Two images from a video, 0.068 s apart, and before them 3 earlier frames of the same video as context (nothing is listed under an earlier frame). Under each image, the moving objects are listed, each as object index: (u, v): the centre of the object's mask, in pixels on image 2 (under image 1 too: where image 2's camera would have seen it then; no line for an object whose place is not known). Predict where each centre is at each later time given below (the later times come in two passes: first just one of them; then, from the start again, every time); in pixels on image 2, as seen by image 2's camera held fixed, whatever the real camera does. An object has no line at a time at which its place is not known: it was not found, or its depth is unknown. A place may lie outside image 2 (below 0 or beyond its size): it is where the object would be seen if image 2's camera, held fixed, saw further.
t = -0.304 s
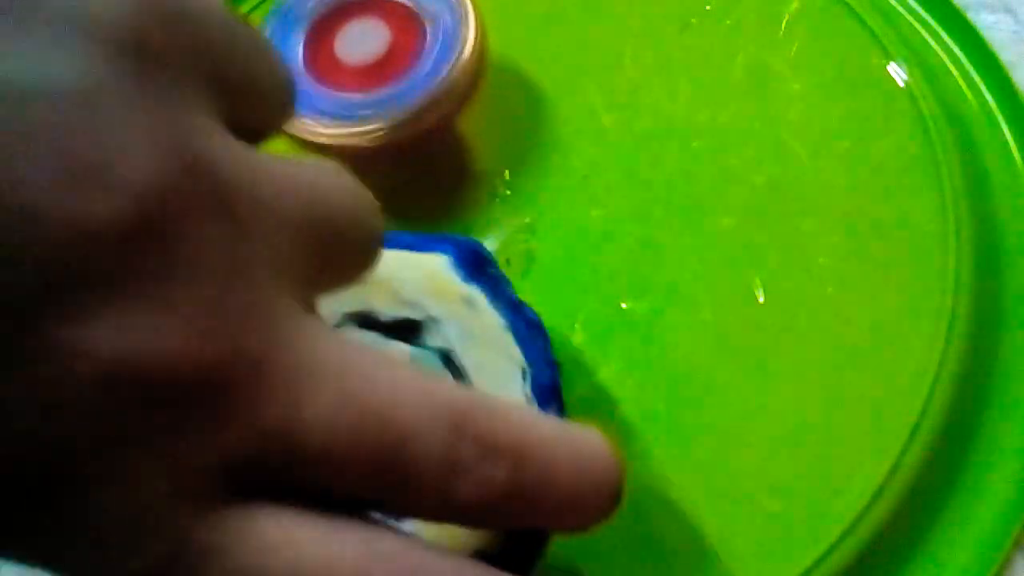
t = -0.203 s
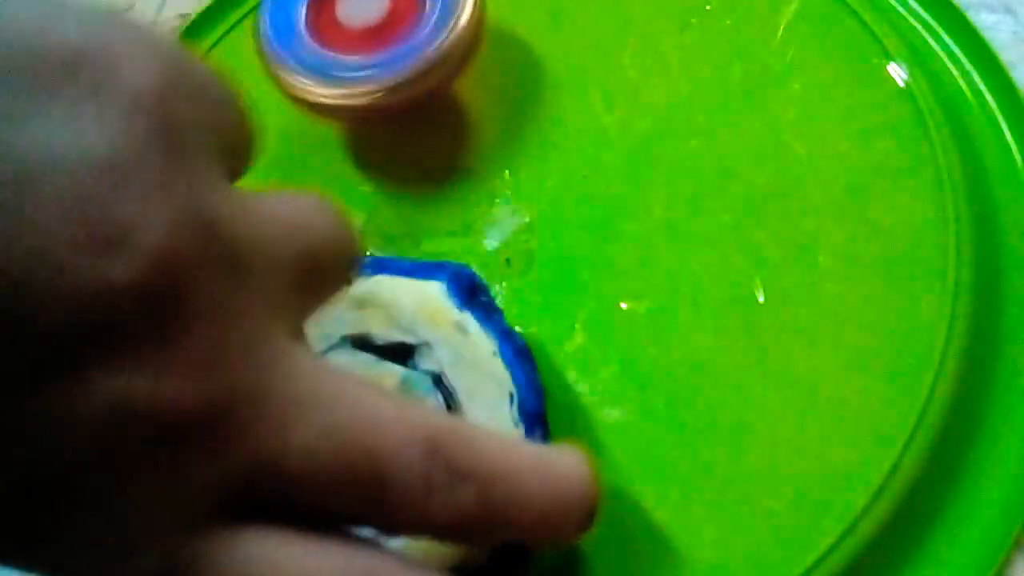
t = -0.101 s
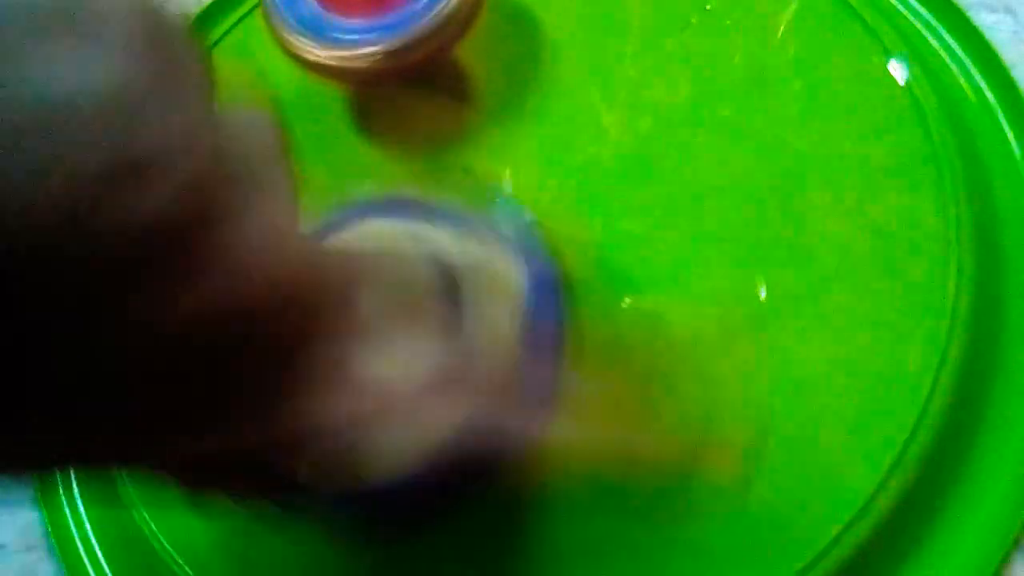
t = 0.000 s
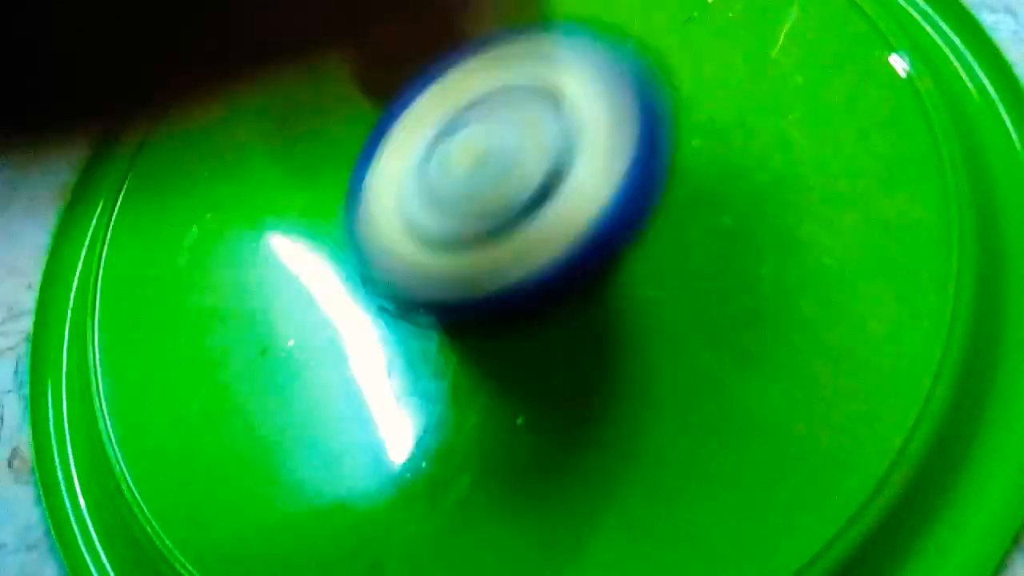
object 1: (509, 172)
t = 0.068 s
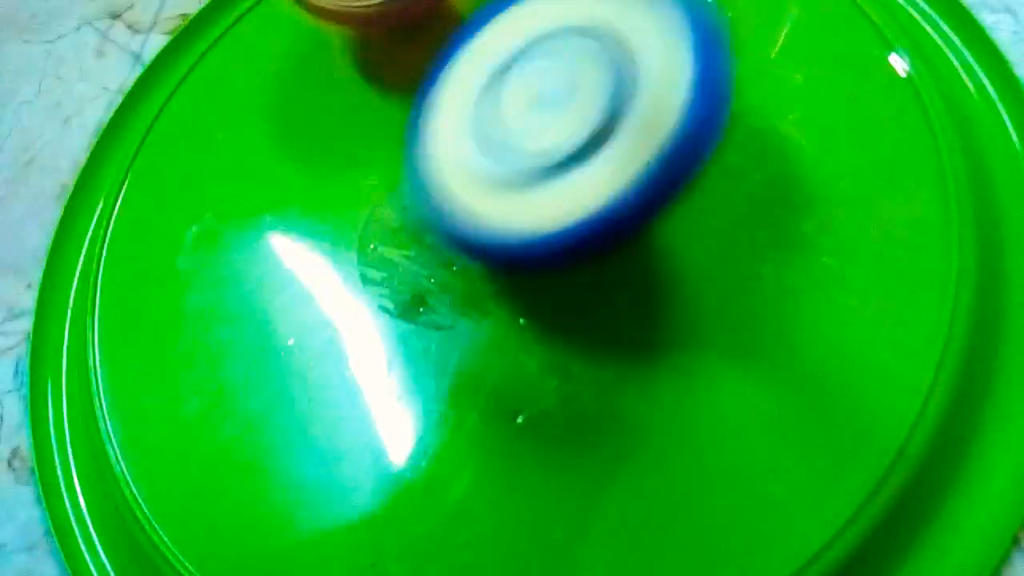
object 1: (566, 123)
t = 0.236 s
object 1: (647, 42)
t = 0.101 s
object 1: (594, 118)
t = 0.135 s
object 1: (617, 91)
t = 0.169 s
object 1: (641, 80)
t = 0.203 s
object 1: (637, 56)
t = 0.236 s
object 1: (647, 42)
